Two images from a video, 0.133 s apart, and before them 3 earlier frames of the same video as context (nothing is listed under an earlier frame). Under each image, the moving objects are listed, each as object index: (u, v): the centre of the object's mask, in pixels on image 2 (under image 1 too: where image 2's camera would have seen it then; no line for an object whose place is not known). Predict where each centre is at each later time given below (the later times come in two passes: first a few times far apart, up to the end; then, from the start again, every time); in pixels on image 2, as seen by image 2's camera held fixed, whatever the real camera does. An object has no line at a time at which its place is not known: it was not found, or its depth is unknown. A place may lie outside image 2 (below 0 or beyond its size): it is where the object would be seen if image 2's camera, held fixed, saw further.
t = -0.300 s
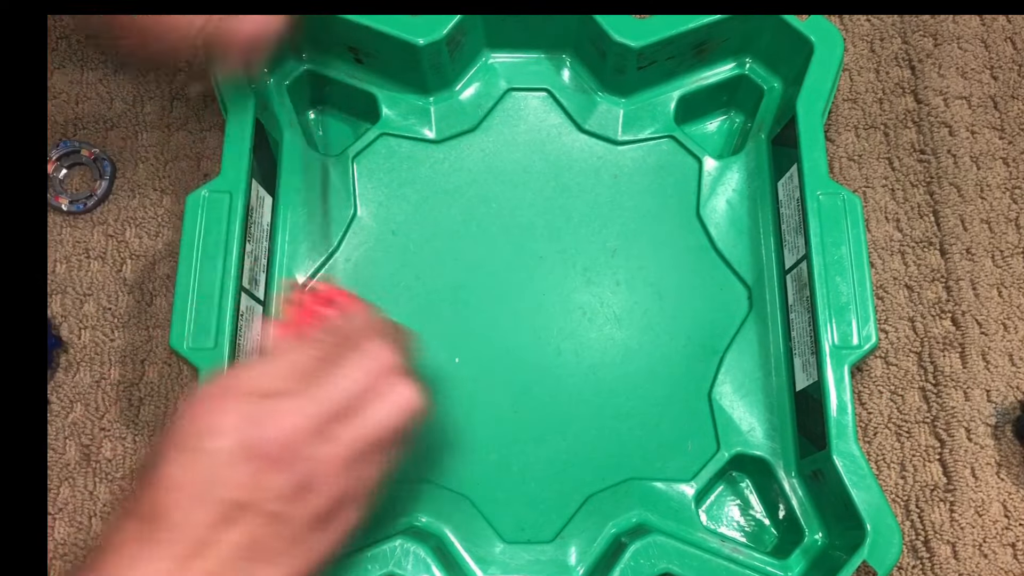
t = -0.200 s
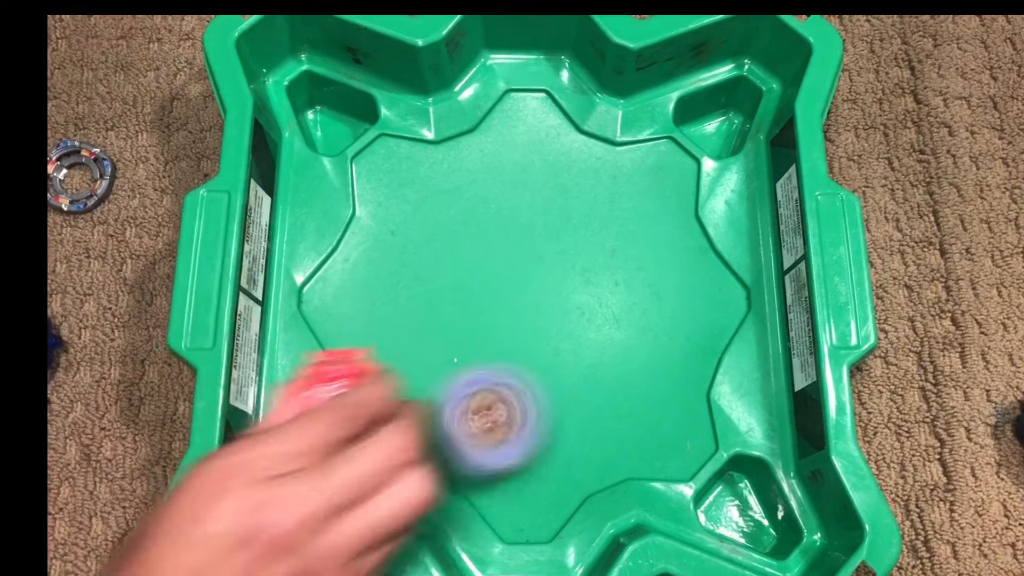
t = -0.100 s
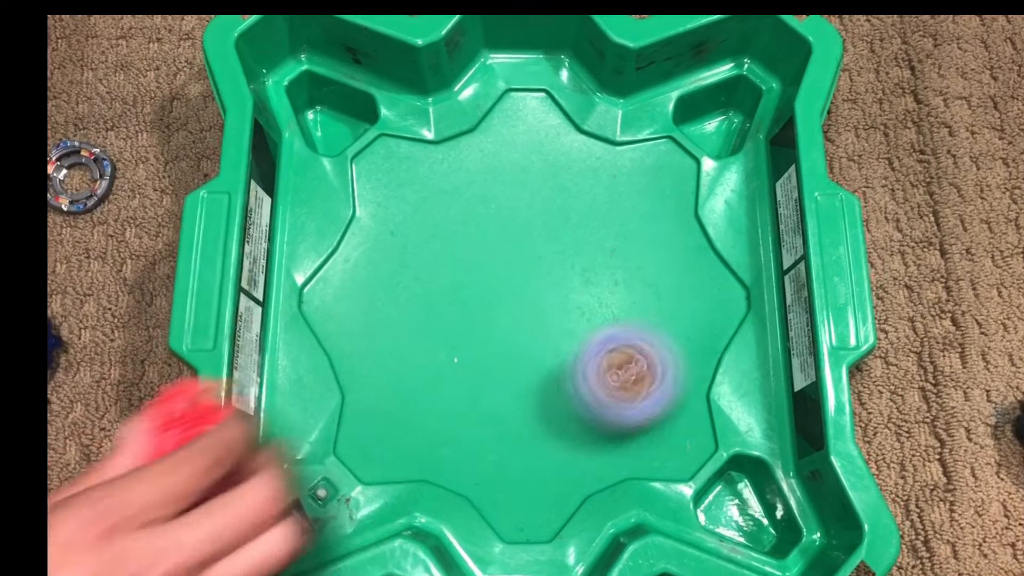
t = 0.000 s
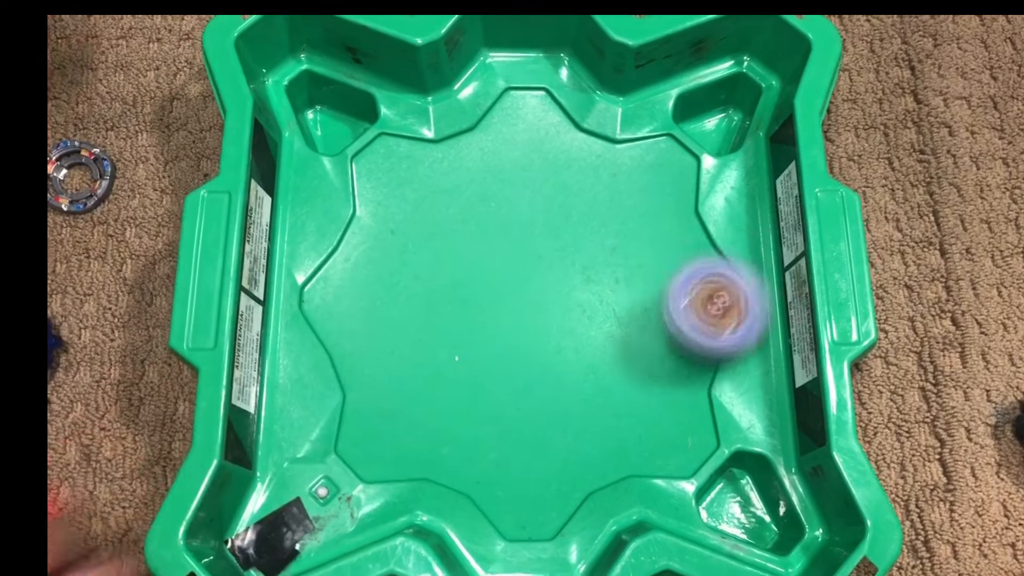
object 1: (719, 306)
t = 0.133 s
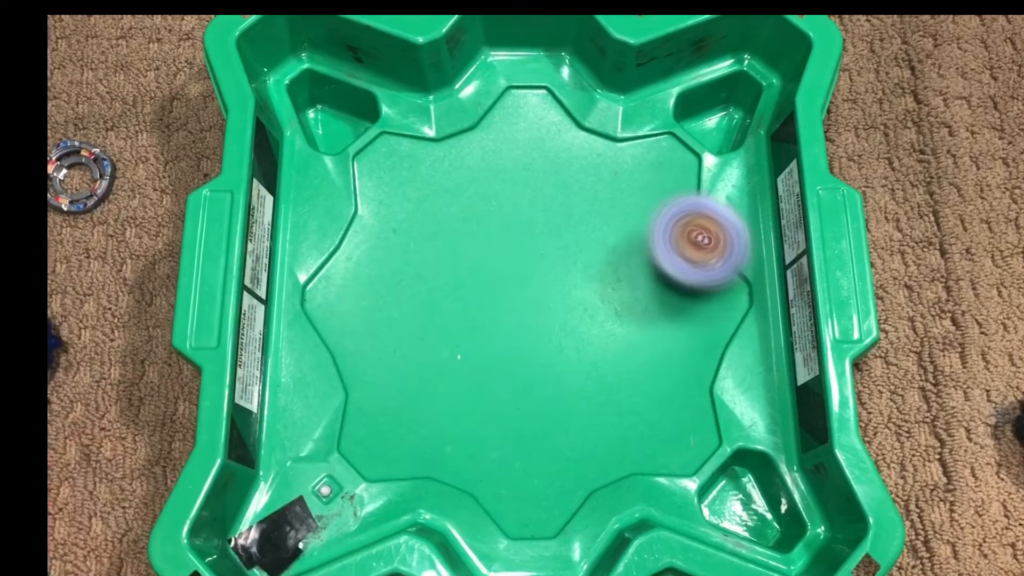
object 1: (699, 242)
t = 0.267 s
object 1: (591, 231)
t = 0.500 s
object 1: (433, 305)
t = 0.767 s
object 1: (473, 295)
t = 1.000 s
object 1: (548, 305)
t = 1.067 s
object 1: (554, 322)
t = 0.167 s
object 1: (676, 235)
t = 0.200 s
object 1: (651, 230)
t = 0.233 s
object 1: (621, 229)
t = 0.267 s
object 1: (591, 231)
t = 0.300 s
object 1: (561, 237)
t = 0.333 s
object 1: (531, 246)
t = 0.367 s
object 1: (504, 257)
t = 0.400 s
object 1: (479, 270)
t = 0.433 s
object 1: (459, 283)
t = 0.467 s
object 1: (443, 294)
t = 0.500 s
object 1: (433, 305)
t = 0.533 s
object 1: (427, 314)
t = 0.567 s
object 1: (426, 320)
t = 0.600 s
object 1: (427, 324)
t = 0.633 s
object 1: (432, 323)
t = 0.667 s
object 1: (440, 321)
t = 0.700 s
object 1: (450, 314)
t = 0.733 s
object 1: (460, 304)
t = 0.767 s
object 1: (473, 295)
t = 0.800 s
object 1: (484, 289)
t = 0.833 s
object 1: (496, 285)
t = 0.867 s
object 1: (508, 284)
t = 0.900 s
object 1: (521, 287)
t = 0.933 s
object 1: (532, 292)
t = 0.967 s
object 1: (541, 298)
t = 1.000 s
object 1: (548, 305)
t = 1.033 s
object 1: (552, 314)
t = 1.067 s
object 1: (554, 322)
